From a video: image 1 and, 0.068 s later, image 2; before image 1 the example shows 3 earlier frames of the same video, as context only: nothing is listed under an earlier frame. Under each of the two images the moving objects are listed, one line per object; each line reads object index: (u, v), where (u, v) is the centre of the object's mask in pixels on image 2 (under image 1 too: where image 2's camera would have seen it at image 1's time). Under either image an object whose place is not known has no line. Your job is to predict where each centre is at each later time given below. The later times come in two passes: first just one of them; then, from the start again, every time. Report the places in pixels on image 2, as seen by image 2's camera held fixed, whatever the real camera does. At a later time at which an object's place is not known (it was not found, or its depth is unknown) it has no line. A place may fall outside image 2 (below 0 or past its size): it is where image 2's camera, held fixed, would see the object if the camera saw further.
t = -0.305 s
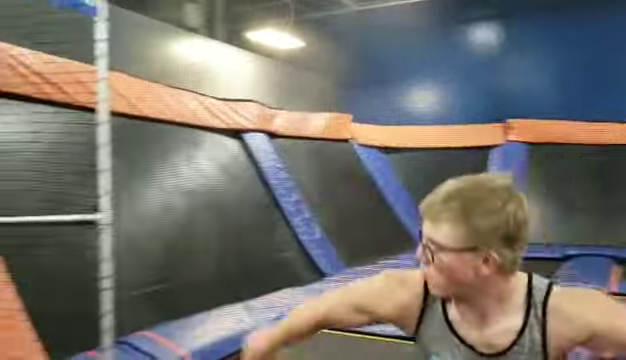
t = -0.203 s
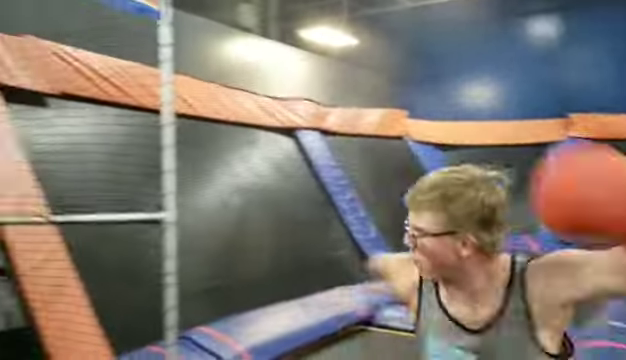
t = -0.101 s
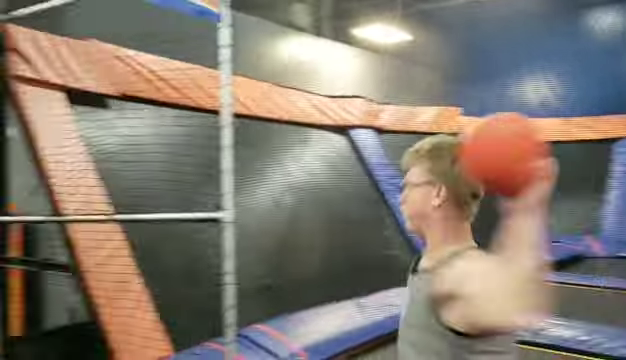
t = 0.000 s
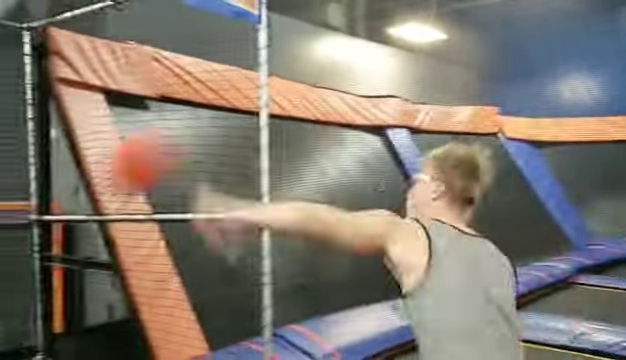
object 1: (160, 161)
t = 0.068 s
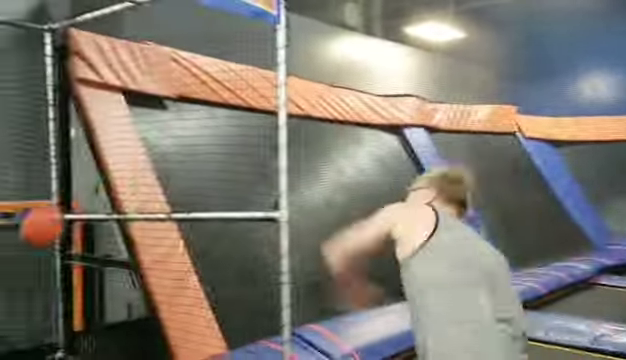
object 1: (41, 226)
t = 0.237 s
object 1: (31, 264)
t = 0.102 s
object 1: (15, 244)
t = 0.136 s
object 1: (-4, 257)
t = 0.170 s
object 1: (-4, 257)
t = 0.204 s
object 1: (19, 261)
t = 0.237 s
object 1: (31, 264)
